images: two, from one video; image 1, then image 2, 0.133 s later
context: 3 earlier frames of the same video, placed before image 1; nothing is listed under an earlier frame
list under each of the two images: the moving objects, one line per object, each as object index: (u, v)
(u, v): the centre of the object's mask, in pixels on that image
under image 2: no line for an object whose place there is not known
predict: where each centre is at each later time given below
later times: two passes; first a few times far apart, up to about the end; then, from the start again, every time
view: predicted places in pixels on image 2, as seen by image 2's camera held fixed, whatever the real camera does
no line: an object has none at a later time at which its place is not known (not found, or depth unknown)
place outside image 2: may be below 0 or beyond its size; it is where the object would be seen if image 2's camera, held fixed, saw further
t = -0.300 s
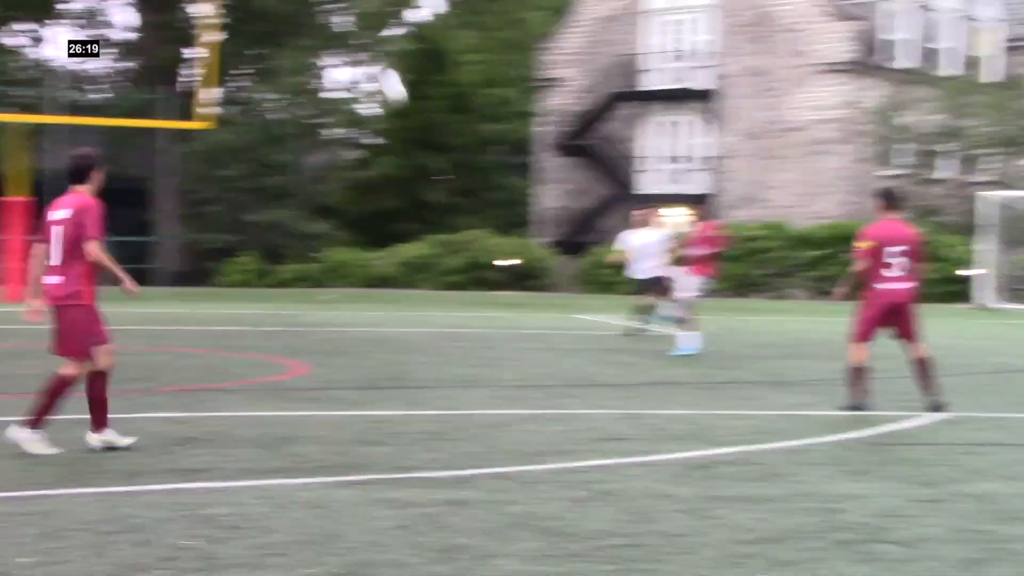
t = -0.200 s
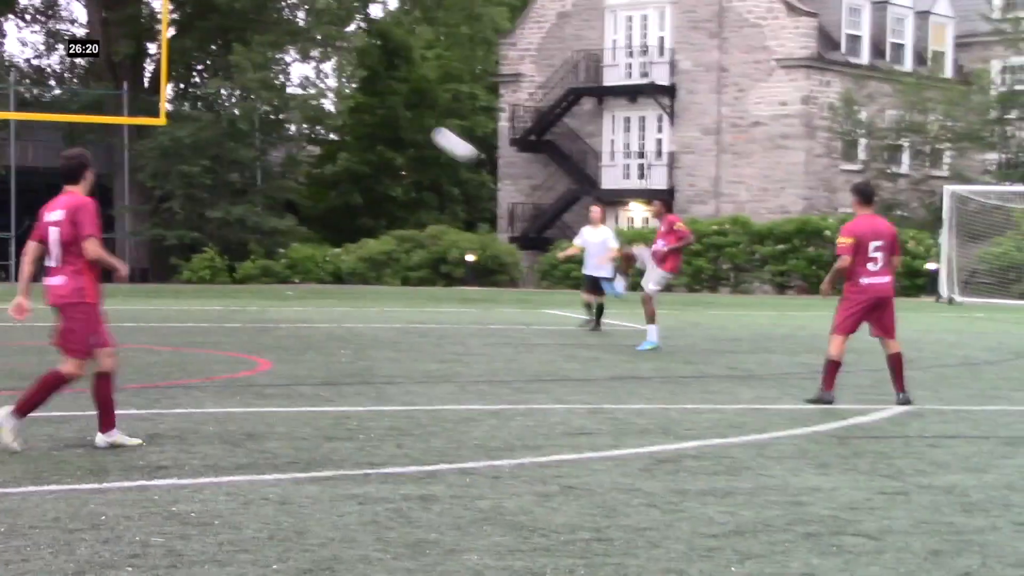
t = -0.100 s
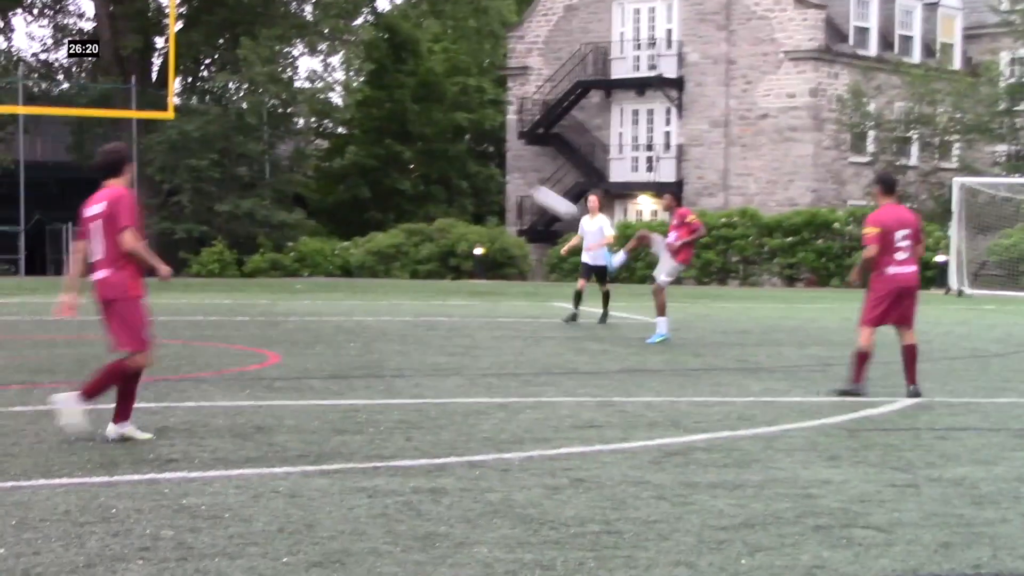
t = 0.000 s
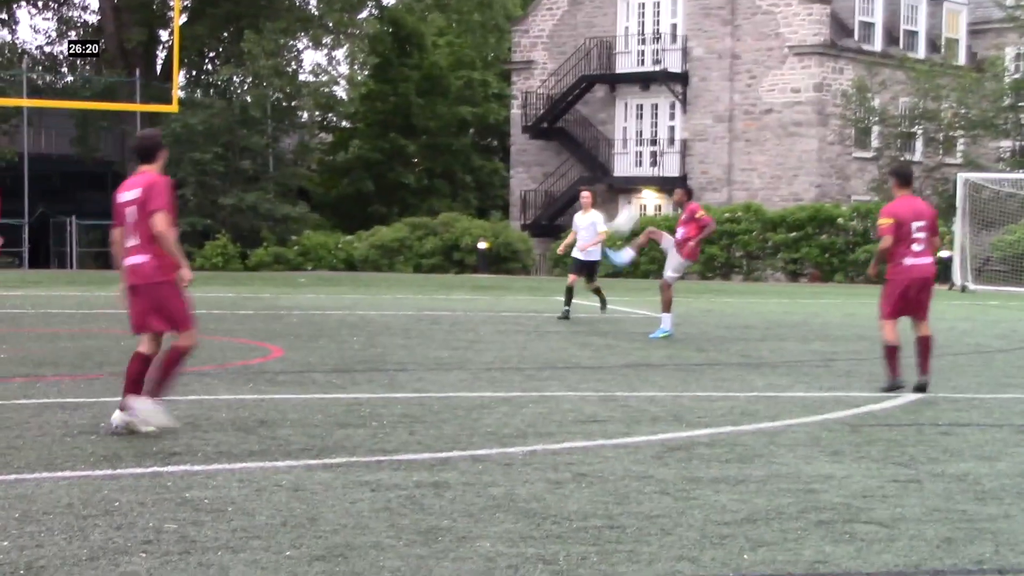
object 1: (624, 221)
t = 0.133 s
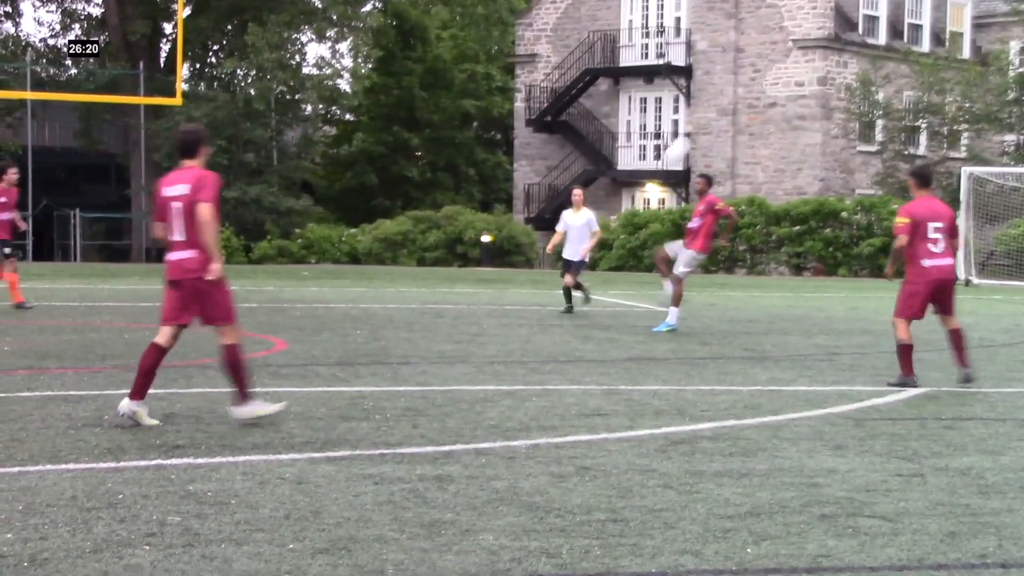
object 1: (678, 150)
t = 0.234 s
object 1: (714, 112)
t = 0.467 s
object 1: (803, 56)
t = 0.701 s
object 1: (900, 48)
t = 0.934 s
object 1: (1000, 94)
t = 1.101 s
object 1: (1073, 169)
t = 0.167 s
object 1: (690, 137)
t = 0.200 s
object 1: (702, 124)
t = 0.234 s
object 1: (714, 112)
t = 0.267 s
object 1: (727, 102)
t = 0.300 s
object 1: (740, 92)
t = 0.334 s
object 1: (751, 84)
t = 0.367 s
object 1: (763, 76)
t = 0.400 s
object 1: (784, 66)
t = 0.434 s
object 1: (797, 60)
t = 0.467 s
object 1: (803, 56)
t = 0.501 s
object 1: (817, 51)
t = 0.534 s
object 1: (830, 49)
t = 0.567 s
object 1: (843, 46)
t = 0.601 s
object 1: (857, 45)
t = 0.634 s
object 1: (870, 44)
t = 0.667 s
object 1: (885, 45)
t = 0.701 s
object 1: (900, 48)
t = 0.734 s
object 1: (913, 50)
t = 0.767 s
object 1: (928, 54)
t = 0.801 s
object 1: (942, 60)
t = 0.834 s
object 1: (957, 67)
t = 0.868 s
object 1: (970, 74)
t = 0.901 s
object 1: (985, 84)
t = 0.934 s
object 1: (1000, 94)
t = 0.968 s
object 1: (1014, 107)
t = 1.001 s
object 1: (1029, 119)
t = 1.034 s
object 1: (1043, 135)
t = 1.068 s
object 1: (1058, 149)
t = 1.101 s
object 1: (1073, 169)
